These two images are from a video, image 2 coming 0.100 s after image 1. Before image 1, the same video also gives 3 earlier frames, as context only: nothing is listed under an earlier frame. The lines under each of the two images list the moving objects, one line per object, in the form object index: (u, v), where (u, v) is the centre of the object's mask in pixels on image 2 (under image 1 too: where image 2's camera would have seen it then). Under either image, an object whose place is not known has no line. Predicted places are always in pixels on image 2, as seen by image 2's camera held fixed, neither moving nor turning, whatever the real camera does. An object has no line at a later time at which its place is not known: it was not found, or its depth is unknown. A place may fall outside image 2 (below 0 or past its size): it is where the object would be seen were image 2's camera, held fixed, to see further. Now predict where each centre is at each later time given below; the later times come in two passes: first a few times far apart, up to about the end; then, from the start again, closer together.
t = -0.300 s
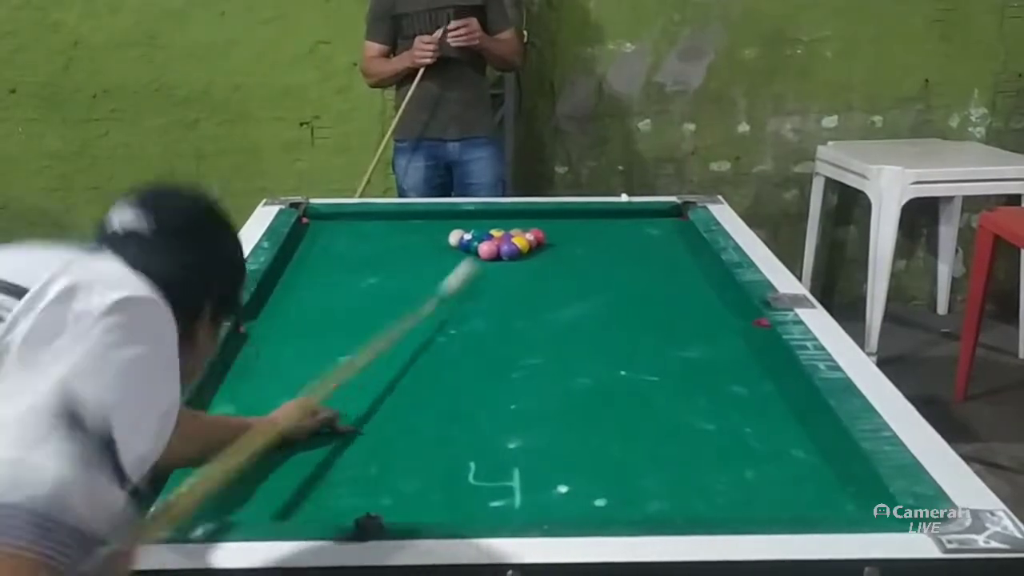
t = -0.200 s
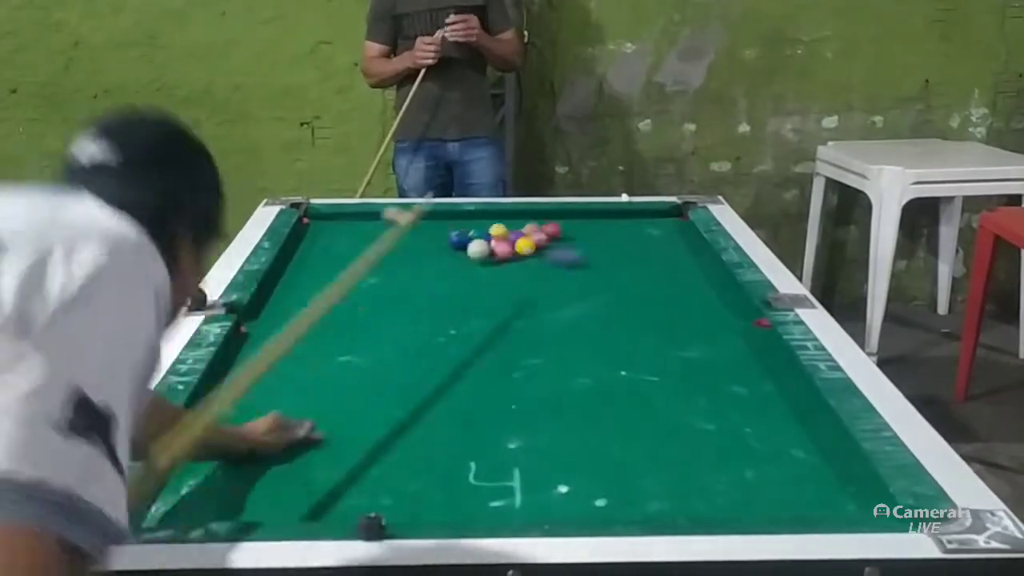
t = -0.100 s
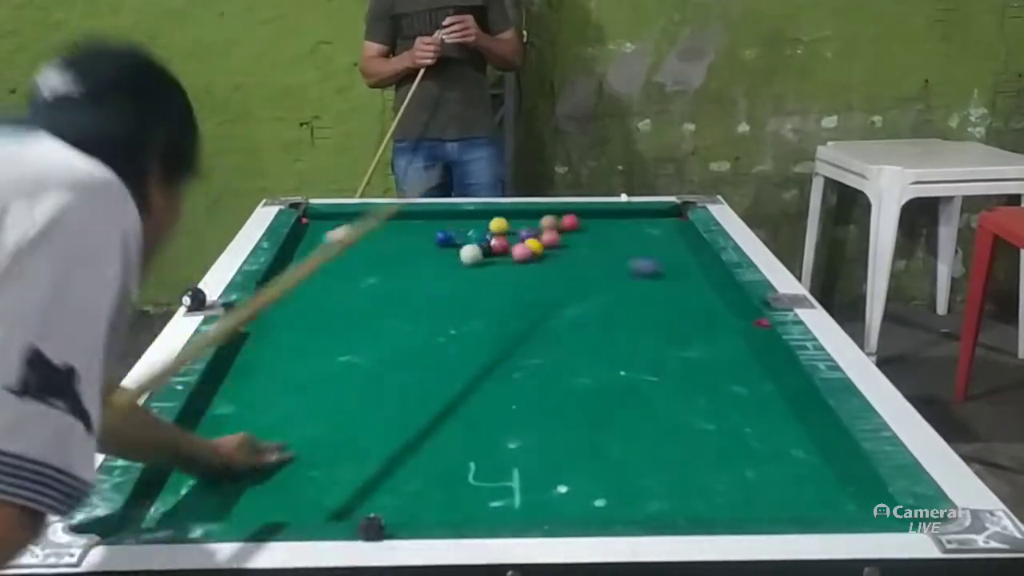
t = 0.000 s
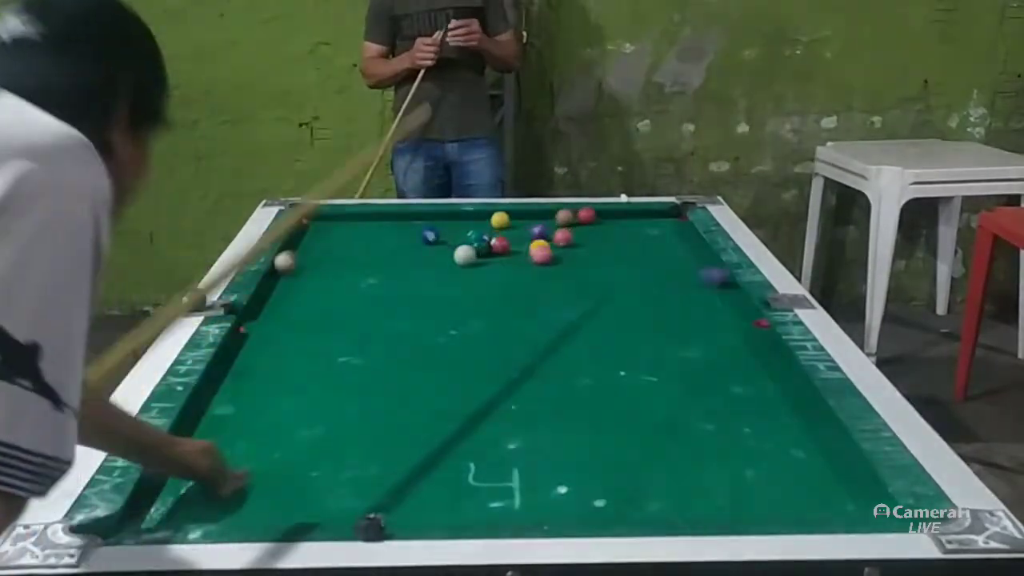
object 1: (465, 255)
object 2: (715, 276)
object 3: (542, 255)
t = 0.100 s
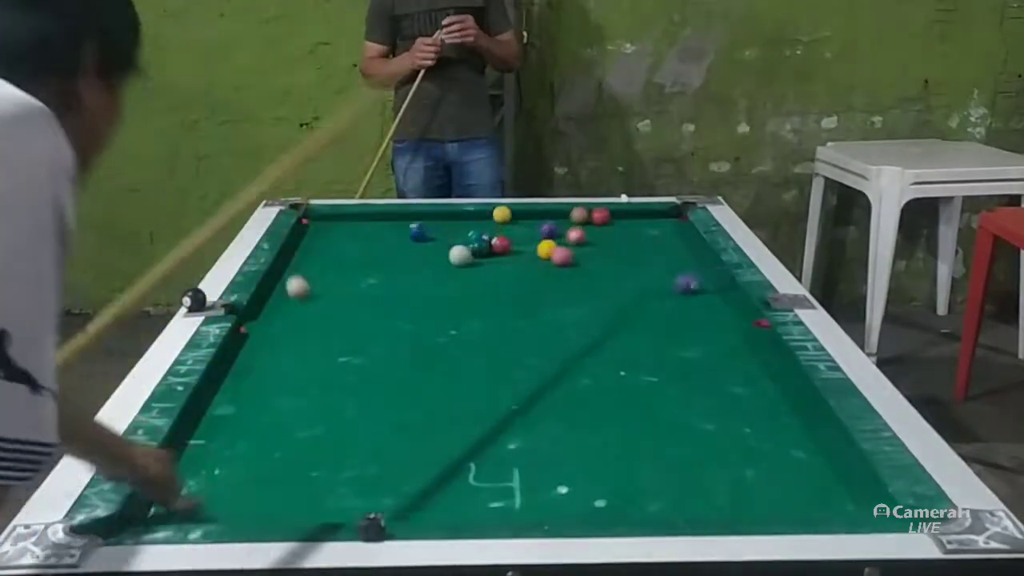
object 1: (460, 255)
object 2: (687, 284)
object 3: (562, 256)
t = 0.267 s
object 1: (452, 255)
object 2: (620, 294)
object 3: (593, 259)
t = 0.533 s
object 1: (442, 255)
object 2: (512, 312)
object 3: (641, 264)
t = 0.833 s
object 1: (436, 255)
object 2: (380, 334)
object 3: (694, 268)
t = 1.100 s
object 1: (435, 255)
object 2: (258, 355)
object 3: (707, 272)
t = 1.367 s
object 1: (435, 255)
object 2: (279, 366)
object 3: (684, 275)
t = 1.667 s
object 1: (435, 255)
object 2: (353, 373)
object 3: (666, 282)
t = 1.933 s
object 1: (435, 255)
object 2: (415, 381)
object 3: (650, 289)
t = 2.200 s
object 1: (435, 255)
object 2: (473, 388)
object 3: (637, 295)
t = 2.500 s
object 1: (435, 255)
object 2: (536, 395)
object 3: (626, 299)
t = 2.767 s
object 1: (436, 255)
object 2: (587, 400)
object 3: (618, 302)
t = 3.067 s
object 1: (435, 255)
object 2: (639, 407)
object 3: (613, 304)
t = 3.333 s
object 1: (435, 255)
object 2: (680, 411)
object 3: (611, 304)
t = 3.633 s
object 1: (435, 255)
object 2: (721, 415)
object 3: (611, 304)
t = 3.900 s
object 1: (435, 255)
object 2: (751, 418)
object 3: (611, 304)
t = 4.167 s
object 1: (435, 255)
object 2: (775, 420)
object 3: (611, 304)
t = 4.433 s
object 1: (435, 255)
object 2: (793, 421)
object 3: (611, 304)
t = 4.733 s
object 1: (435, 255)
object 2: (806, 422)
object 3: (611, 304)
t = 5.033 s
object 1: (435, 255)
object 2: (810, 422)
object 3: (611, 304)
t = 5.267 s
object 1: (435, 255)
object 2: (809, 422)
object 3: (611, 304)
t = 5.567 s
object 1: (435, 255)
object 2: (810, 422)
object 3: (611, 304)
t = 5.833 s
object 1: (436, 255)
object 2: (809, 422)
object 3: (611, 304)
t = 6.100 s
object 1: (435, 255)
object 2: (810, 422)
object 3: (611, 304)
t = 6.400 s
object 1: (436, 255)
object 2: (810, 422)
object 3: (611, 304)
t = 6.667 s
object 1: (435, 255)
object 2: (810, 422)
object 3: (611, 304)
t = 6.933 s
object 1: (435, 255)
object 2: (810, 422)
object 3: (611, 304)
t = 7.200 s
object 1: (434, 255)
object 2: (810, 422)
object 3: (611, 304)
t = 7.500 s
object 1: (436, 255)
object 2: (810, 422)
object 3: (610, 304)
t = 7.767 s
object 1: (436, 255)
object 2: (810, 421)
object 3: (610, 304)
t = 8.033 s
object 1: (435, 255)
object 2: (811, 422)
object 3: (610, 304)
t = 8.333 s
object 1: (435, 255)
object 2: (810, 422)
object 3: (611, 304)
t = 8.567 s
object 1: (435, 255)
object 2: (809, 422)
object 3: (611, 304)
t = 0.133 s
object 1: (459, 255)
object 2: (674, 285)
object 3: (568, 257)
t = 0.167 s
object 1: (456, 255)
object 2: (661, 287)
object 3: (574, 258)
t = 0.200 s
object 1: (455, 255)
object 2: (647, 291)
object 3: (580, 258)
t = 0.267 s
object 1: (452, 255)
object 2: (620, 294)
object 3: (593, 259)
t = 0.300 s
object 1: (450, 255)
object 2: (607, 297)
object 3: (599, 260)
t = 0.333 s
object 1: (449, 255)
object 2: (593, 299)
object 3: (605, 260)
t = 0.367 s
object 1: (447, 255)
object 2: (580, 301)
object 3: (611, 261)
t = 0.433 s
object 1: (445, 255)
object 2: (551, 306)
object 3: (623, 262)
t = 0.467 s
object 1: (444, 255)
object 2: (539, 308)
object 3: (629, 262)
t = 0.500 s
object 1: (443, 255)
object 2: (526, 310)
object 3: (635, 263)
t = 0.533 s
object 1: (442, 255)
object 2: (512, 312)
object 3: (641, 264)
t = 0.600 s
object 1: (440, 255)
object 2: (481, 318)
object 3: (653, 264)
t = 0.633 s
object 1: (440, 255)
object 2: (469, 320)
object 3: (659, 265)
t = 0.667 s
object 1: (439, 255)
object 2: (454, 322)
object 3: (665, 265)
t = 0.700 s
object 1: (438, 255)
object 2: (439, 324)
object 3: (671, 266)
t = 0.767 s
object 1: (437, 255)
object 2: (410, 329)
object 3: (682, 267)
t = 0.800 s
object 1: (436, 255)
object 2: (396, 332)
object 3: (688, 268)
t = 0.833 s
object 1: (436, 255)
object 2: (380, 334)
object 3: (694, 268)
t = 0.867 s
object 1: (436, 255)
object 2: (365, 337)
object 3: (699, 268)
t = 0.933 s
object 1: (435, 255)
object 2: (335, 342)
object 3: (710, 270)
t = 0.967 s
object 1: (435, 255)
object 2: (320, 344)
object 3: (715, 270)
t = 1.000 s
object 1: (435, 255)
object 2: (304, 347)
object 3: (716, 270)
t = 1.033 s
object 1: (435, 255)
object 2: (288, 349)
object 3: (713, 271)
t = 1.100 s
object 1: (435, 255)
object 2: (258, 355)
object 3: (707, 272)
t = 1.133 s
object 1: (435, 255)
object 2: (240, 357)
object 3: (703, 272)
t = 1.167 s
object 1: (435, 255)
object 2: (230, 358)
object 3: (701, 273)
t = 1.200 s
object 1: (435, 255)
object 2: (236, 359)
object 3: (697, 273)
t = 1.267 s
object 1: (435, 255)
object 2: (253, 362)
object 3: (692, 274)
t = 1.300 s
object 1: (435, 255)
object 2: (261, 364)
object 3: (689, 274)
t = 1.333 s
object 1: (435, 255)
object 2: (270, 365)
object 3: (686, 275)
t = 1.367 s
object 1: (435, 255)
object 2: (279, 366)
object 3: (684, 275)
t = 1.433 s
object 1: (435, 255)
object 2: (295, 368)
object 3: (680, 277)
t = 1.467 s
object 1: (435, 255)
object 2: (303, 368)
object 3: (677, 278)
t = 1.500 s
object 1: (435, 255)
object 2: (311, 369)
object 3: (675, 279)
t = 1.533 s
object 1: (435, 255)
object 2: (320, 370)
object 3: (673, 280)
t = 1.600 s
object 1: (435, 255)
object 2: (336, 372)
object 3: (669, 281)
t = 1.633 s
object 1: (435, 255)
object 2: (345, 373)
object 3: (667, 281)
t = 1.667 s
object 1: (435, 255)
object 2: (353, 373)
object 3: (666, 282)
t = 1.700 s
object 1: (435, 255)
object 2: (360, 375)
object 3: (664, 284)
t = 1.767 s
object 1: (435, 255)
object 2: (376, 377)
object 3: (660, 286)
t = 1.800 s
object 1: (435, 255)
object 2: (383, 378)
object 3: (658, 286)
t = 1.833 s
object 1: (435, 255)
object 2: (390, 378)
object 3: (656, 287)
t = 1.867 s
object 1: (435, 255)
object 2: (398, 379)
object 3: (654, 288)
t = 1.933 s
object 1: (435, 255)
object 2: (415, 381)
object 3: (650, 289)
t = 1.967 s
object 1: (435, 255)
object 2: (423, 382)
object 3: (648, 290)
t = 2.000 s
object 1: (435, 255)
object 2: (429, 383)
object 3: (647, 291)
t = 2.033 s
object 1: (435, 255)
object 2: (436, 384)
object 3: (645, 291)
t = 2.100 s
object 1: (435, 255)
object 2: (451, 385)
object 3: (642, 293)
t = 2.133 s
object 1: (435, 255)
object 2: (458, 386)
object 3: (640, 293)
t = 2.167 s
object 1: (435, 255)
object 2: (466, 387)
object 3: (639, 294)
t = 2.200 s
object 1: (435, 255)
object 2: (473, 388)
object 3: (637, 295)
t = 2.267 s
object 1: (435, 255)
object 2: (488, 389)
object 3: (635, 296)
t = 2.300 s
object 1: (435, 255)
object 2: (495, 390)
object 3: (633, 296)
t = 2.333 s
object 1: (435, 255)
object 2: (502, 391)
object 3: (632, 297)
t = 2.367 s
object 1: (435, 255)
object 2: (509, 392)
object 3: (631, 297)
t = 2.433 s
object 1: (435, 255)
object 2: (523, 393)
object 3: (629, 298)
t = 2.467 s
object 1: (435, 255)
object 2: (530, 394)
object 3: (627, 299)
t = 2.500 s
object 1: (435, 255)
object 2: (536, 395)
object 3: (626, 299)
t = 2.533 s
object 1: (435, 255)
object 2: (543, 396)
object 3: (625, 300)
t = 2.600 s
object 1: (435, 255)
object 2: (555, 397)
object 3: (623, 300)
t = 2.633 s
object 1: (435, 255)
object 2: (562, 398)
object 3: (622, 301)
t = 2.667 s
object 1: (435, 255)
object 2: (568, 398)
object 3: (621, 301)
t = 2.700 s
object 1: (435, 255)
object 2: (575, 399)
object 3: (620, 302)
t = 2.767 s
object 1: (436, 255)
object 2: (587, 400)
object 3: (618, 302)
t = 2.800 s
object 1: (435, 255)
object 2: (594, 401)
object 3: (618, 302)
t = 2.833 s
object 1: (435, 255)
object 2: (600, 402)
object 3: (617, 303)
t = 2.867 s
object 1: (435, 255)
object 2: (606, 403)
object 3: (616, 303)
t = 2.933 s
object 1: (435, 255)
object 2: (617, 404)
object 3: (615, 303)
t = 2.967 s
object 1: (435, 255)
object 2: (623, 405)
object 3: (614, 303)
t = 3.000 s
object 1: (435, 255)
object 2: (628, 406)
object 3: (614, 304)
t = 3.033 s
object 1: (435, 255)
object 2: (634, 406)
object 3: (613, 304)
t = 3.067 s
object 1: (435, 255)
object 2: (639, 407)
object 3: (613, 304)
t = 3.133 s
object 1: (435, 255)
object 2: (650, 407)
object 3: (612, 304)
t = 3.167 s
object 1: (435, 255)
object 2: (655, 407)
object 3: (612, 304)
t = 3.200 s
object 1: (435, 255)
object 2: (660, 409)
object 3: (612, 304)
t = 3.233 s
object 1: (435, 255)
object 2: (665, 408)
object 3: (611, 304)
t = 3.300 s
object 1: (435, 255)
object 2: (675, 410)
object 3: (611, 304)
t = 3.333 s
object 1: (435, 255)
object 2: (680, 411)
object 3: (611, 304)
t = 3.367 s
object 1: (435, 255)
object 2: (686, 411)
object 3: (611, 304)
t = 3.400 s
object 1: (435, 255)
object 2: (690, 412)
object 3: (611, 304)
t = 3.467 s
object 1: (435, 255)
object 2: (699, 412)
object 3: (611, 304)
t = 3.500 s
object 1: (435, 255)
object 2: (704, 413)
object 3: (611, 304)
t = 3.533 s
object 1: (435, 255)
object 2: (709, 414)
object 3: (611, 304)
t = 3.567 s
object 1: (435, 255)
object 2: (713, 414)
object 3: (611, 304)
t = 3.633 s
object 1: (435, 255)
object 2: (721, 415)
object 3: (611, 304)
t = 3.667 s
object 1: (435, 255)
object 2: (725, 416)
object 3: (611, 304)
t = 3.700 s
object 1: (435, 255)
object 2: (729, 416)
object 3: (611, 304)
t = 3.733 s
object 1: (435, 255)
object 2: (733, 416)
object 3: (611, 304)
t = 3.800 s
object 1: (435, 255)
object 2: (740, 417)
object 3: (611, 304)
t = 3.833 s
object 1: (435, 255)
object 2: (744, 417)
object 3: (611, 304)
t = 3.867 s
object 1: (435, 255)
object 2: (747, 417)
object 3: (611, 304)
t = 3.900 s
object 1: (435, 255)
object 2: (751, 418)
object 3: (611, 304)
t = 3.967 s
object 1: (435, 255)
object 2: (758, 418)
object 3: (611, 304)
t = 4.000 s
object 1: (435, 255)
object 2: (761, 418)
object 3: (611, 304)
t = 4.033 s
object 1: (435, 255)
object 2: (764, 418)
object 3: (611, 304)
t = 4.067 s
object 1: (435, 255)
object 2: (767, 419)
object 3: (611, 304)
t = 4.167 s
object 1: (435, 255)
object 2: (775, 420)
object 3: (611, 304)
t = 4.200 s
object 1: (435, 255)
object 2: (778, 420)
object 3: (611, 304)
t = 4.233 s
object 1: (435, 255)
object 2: (781, 420)
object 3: (611, 304)
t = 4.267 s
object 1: (435, 255)
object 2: (782, 420)
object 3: (611, 304)
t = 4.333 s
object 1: (435, 255)
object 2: (787, 421)
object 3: (611, 304)
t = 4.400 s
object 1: (435, 255)
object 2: (791, 421)
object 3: (611, 304)
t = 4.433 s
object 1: (435, 255)
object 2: (793, 421)
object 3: (611, 304)
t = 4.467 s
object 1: (435, 255)
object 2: (795, 421)
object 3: (611, 304)
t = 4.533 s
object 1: (435, 255)
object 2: (798, 422)
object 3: (611, 304)
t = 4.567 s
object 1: (435, 255)
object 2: (800, 422)
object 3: (611, 304)
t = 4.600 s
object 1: (435, 255)
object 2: (801, 422)
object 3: (611, 304)
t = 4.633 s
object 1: (435, 255)
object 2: (803, 422)
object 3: (611, 304)
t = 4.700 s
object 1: (435, 255)
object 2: (806, 422)
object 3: (611, 304)
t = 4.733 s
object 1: (435, 255)
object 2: (806, 422)
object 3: (611, 304)
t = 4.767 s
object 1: (435, 255)
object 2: (807, 422)
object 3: (611, 304)
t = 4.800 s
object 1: (435, 255)
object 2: (808, 422)
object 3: (611, 304)
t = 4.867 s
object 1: (435, 255)
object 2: (809, 422)
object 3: (611, 304)
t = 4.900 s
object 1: (435, 255)
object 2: (809, 422)
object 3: (611, 304)
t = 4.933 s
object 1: (435, 255)
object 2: (810, 422)
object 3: (611, 304)
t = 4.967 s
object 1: (435, 255)
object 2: (810, 422)
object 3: (611, 304)
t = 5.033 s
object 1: (435, 255)
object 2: (810, 422)
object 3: (611, 304)
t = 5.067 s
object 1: (435, 255)
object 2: (810, 422)
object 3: (611, 304)
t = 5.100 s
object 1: (435, 255)
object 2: (810, 422)
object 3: (611, 304)
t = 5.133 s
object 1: (435, 255)
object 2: (810, 422)
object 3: (611, 304)
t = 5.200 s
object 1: (435, 255)
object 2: (810, 422)
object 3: (611, 304)
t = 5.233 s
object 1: (435, 255)
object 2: (810, 422)
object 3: (611, 304)
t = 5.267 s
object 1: (435, 255)
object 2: (809, 422)
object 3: (611, 304)
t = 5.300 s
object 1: (435, 255)
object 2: (809, 422)
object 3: (611, 304)
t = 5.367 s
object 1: (435, 255)
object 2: (810, 422)
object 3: (611, 304)
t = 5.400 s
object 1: (435, 255)
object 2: (810, 422)
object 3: (611, 304)
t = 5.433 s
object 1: (435, 255)
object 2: (810, 422)
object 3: (611, 304)
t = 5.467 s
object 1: (435, 255)
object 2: (810, 422)
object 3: (611, 304)
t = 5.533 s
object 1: (435, 255)
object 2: (810, 421)
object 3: (611, 304)
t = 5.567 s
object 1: (435, 255)
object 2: (810, 422)
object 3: (611, 304)
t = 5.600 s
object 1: (435, 255)
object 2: (810, 422)
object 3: (611, 304)
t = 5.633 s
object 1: (435, 255)
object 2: (810, 422)
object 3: (611, 304)
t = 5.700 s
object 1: (435, 255)
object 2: (810, 422)
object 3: (611, 304)
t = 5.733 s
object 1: (435, 255)
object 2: (810, 421)
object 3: (611, 304)
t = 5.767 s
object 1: (436, 255)
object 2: (809, 422)
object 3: (611, 304)
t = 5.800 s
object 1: (435, 255)
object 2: (809, 422)
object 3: (611, 304)
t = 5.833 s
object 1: (436, 255)
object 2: (809, 422)
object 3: (611, 304)
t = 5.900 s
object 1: (436, 255)
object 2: (809, 422)
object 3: (611, 304)
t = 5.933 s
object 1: (435, 255)
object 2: (809, 422)
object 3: (611, 304)
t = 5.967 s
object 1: (436, 255)
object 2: (809, 422)
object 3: (611, 304)
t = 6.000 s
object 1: (435, 255)
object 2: (809, 421)
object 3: (611, 304)
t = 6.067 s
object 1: (435, 255)
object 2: (810, 422)
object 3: (611, 304)
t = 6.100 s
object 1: (435, 255)
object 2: (810, 422)
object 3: (611, 304)
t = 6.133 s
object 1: (435, 255)
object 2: (810, 422)
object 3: (611, 304)
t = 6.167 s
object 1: (435, 255)
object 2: (810, 422)
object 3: (611, 304)
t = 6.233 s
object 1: (435, 255)
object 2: (810, 422)
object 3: (611, 304)
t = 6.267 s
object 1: (435, 255)
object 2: (811, 422)
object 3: (611, 304)
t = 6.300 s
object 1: (435, 255)
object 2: (810, 422)
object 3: (611, 304)
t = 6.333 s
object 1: (435, 255)
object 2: (810, 422)
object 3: (611, 304)
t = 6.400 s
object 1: (436, 255)
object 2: (810, 422)
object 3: (611, 304)
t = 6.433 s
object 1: (435, 255)
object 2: (810, 421)
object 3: (611, 304)
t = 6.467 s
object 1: (435, 255)
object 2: (810, 422)
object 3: (611, 304)
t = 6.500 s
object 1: (436, 255)
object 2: (810, 422)
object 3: (611, 304)
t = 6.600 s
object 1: (435, 255)
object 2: (809, 421)
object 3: (611, 304)
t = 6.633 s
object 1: (436, 255)
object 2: (809, 422)
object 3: (611, 304)
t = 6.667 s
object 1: (435, 255)
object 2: (810, 422)
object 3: (611, 304)
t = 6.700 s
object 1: (435, 255)
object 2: (810, 422)
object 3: (611, 304)
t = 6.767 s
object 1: (435, 255)
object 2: (810, 422)
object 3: (611, 304)
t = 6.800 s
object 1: (435, 255)
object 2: (810, 422)
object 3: (611, 304)
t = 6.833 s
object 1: (435, 255)
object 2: (810, 422)
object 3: (611, 304)
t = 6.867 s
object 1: (435, 255)
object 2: (810, 422)
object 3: (611, 304)
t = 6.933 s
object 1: (435, 255)
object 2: (810, 422)
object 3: (611, 304)
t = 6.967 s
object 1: (435, 255)
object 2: (810, 422)
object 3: (611, 304)
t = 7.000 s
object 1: (435, 255)
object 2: (810, 422)
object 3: (611, 304)
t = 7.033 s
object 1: (435, 255)
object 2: (810, 422)
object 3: (611, 304)
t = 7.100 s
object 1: (434, 255)
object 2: (810, 422)
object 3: (611, 304)
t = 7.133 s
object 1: (434, 255)
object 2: (810, 422)
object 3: (611, 304)
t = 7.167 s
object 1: (434, 255)
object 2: (810, 422)
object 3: (611, 304)
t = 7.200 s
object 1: (434, 255)
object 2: (810, 422)
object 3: (611, 304)
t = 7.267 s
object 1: (434, 255)
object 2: (809, 421)
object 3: (611, 304)
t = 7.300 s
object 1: (435, 255)
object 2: (809, 421)
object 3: (611, 304)
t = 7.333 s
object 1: (435, 255)
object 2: (809, 421)
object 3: (611, 304)
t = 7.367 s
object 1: (435, 255)
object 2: (810, 421)
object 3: (611, 304)
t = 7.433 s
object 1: (435, 255)
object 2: (809, 421)
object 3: (611, 304)
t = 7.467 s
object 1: (435, 255)
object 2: (810, 422)
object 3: (611, 304)
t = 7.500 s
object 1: (436, 255)
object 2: (810, 422)
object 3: (610, 304)
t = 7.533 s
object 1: (436, 255)
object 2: (809, 421)
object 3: (610, 304)
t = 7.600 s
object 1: (436, 255)
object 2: (808, 421)
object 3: (610, 304)
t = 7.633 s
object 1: (436, 255)
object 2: (809, 422)
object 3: (610, 304)
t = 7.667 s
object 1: (436, 255)
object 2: (810, 422)
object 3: (610, 304)
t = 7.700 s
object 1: (436, 255)
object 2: (810, 422)
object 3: (610, 304)
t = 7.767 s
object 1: (436, 255)
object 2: (810, 421)
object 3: (610, 304)
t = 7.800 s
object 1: (435, 255)
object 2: (810, 421)
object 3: (610, 304)
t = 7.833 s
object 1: (435, 255)
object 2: (810, 422)
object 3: (610, 304)
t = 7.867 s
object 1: (435, 255)
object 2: (810, 422)
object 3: (610, 304)
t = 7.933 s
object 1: (435, 255)
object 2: (810, 422)
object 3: (610, 304)
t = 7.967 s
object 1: (435, 255)
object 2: (811, 422)
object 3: (610, 304)
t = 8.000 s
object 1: (435, 255)
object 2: (810, 422)
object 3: (610, 304)
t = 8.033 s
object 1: (435, 255)
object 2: (811, 422)
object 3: (610, 304)
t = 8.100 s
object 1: (435, 255)
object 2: (810, 422)
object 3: (610, 304)
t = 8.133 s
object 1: (435, 255)
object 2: (810, 422)
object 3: (610, 304)
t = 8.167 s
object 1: (435, 255)
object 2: (810, 422)
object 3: (610, 304)
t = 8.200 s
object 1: (435, 255)
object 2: (810, 422)
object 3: (611, 304)
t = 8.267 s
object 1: (435, 255)
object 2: (809, 422)
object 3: (611, 304)
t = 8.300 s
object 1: (435, 255)
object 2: (809, 422)
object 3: (611, 304)
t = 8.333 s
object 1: (435, 255)
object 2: (810, 422)
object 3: (611, 304)
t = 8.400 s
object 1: (435, 255)
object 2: (810, 422)
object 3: (611, 304)
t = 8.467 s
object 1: (435, 255)
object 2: (810, 422)
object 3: (611, 304)
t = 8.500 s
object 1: (435, 255)
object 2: (809, 422)
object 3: (611, 304)
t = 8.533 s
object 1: (435, 255)
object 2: (808, 422)
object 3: (611, 304)
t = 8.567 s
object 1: (435, 255)
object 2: (809, 422)
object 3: (611, 304)
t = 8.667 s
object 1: (435, 255)
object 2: (809, 422)
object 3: (611, 304)
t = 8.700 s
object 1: (435, 255)
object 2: (809, 422)
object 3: (611, 304)
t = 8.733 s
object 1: (435, 255)
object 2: (809, 422)
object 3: (611, 304)
